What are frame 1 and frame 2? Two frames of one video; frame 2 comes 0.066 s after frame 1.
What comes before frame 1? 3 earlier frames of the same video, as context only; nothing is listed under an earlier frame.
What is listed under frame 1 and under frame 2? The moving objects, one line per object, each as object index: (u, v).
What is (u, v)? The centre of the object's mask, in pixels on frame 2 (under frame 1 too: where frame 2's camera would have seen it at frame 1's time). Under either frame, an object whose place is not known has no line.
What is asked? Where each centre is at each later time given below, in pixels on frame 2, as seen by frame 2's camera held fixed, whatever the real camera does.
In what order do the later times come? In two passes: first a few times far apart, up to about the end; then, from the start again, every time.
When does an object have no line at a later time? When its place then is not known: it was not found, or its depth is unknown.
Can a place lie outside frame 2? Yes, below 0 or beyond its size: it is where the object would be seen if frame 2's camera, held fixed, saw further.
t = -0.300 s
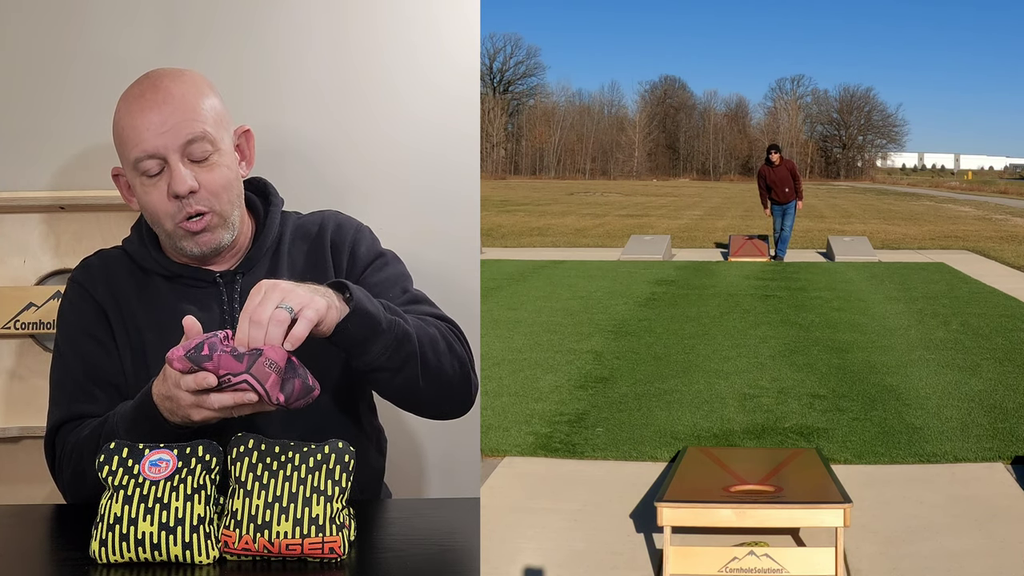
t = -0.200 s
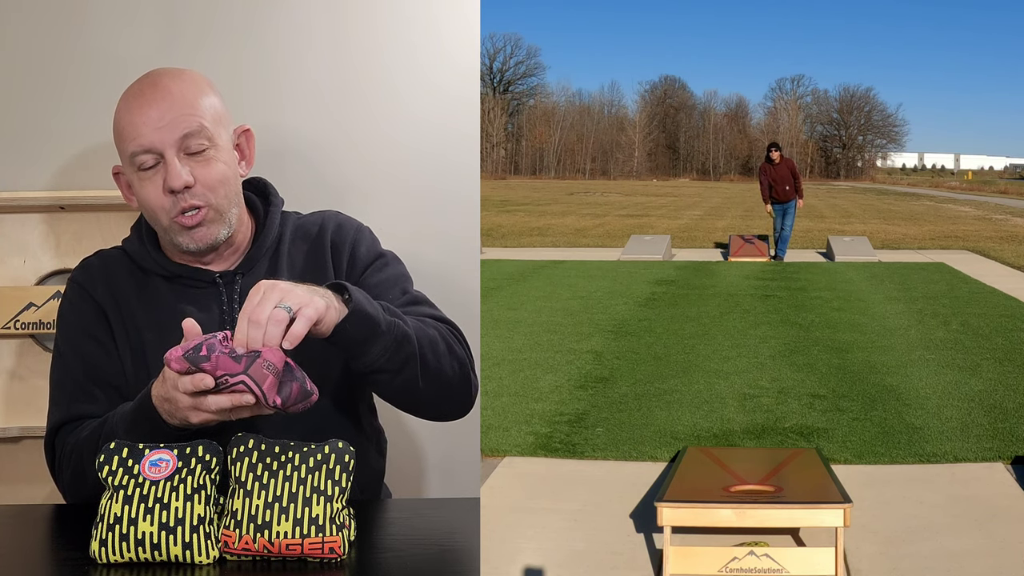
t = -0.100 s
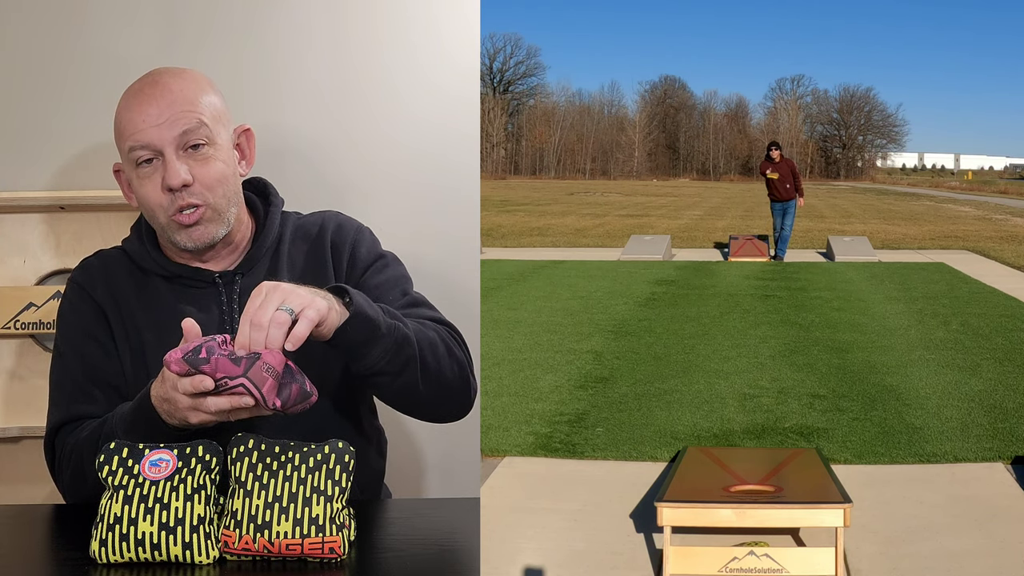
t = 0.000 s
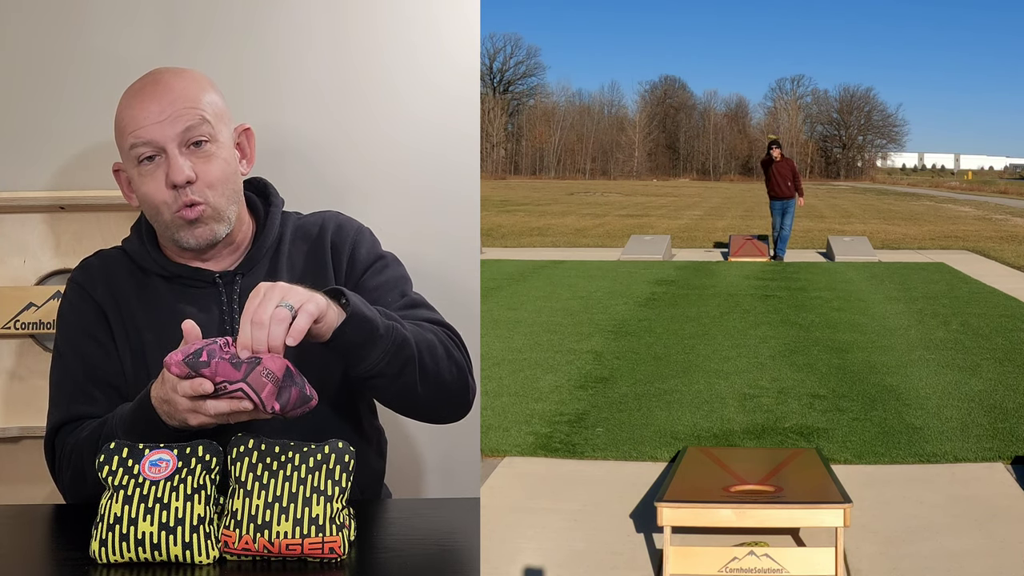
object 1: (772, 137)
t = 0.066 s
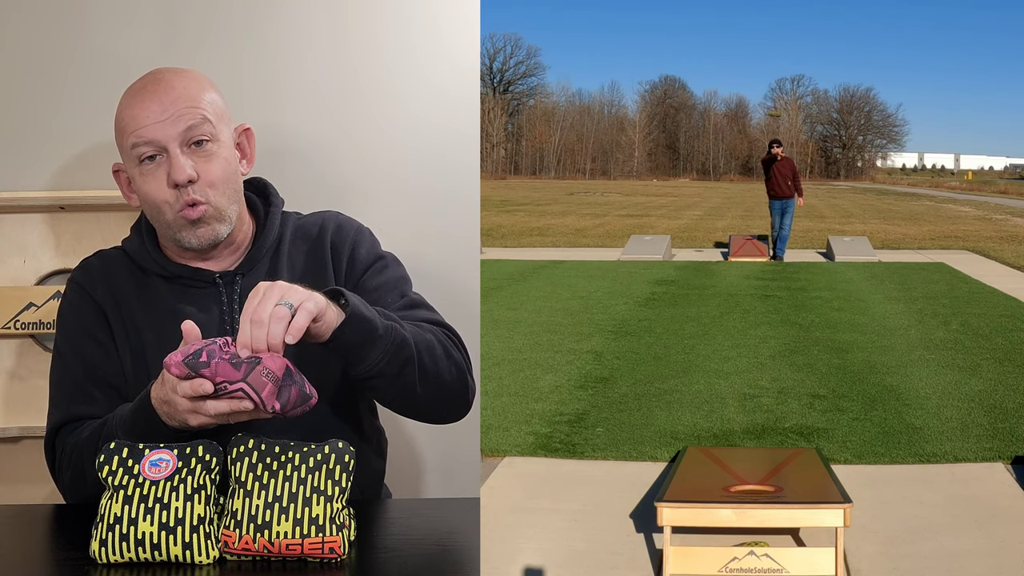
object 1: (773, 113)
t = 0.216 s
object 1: (773, 72)
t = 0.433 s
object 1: (773, 40)
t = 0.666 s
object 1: (772, 63)
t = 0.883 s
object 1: (768, 176)
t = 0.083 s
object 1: (773, 108)
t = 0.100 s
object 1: (773, 106)
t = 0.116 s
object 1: (773, 99)
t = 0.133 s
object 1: (772, 93)
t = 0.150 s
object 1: (773, 91)
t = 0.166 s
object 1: (773, 85)
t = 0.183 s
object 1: (773, 80)
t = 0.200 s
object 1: (773, 78)
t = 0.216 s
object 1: (773, 72)
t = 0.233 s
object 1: (773, 68)
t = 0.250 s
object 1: (773, 66)
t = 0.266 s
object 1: (773, 61)
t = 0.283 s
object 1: (773, 58)
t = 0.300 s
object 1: (773, 57)
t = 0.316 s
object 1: (772, 53)
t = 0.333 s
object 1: (773, 50)
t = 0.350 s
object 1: (772, 49)
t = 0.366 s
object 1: (773, 47)
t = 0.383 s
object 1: (773, 44)
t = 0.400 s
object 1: (773, 43)
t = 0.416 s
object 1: (773, 42)
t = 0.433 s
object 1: (773, 40)
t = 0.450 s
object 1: (773, 40)
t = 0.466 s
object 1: (773, 40)
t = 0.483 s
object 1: (773, 40)
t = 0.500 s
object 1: (773, 40)
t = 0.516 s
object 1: (772, 40)
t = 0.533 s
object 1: (773, 42)
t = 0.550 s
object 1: (772, 42)
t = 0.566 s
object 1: (772, 44)
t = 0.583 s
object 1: (772, 46)
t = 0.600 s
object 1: (772, 48)
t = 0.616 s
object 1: (772, 51)
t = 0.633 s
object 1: (772, 56)
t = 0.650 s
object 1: (772, 58)
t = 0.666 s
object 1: (772, 63)
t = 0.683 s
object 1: (772, 67)
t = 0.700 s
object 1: (772, 72)
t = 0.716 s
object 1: (772, 78)
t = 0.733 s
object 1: (772, 85)
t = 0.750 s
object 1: (772, 92)
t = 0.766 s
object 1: (771, 100)
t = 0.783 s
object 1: (771, 109)
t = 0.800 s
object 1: (771, 118)
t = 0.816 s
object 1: (770, 128)
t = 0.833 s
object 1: (769, 139)
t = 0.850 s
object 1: (772, 149)
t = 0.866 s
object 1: (770, 162)
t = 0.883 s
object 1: (768, 176)
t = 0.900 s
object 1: (769, 191)
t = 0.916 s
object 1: (768, 206)
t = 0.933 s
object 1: (769, 223)
